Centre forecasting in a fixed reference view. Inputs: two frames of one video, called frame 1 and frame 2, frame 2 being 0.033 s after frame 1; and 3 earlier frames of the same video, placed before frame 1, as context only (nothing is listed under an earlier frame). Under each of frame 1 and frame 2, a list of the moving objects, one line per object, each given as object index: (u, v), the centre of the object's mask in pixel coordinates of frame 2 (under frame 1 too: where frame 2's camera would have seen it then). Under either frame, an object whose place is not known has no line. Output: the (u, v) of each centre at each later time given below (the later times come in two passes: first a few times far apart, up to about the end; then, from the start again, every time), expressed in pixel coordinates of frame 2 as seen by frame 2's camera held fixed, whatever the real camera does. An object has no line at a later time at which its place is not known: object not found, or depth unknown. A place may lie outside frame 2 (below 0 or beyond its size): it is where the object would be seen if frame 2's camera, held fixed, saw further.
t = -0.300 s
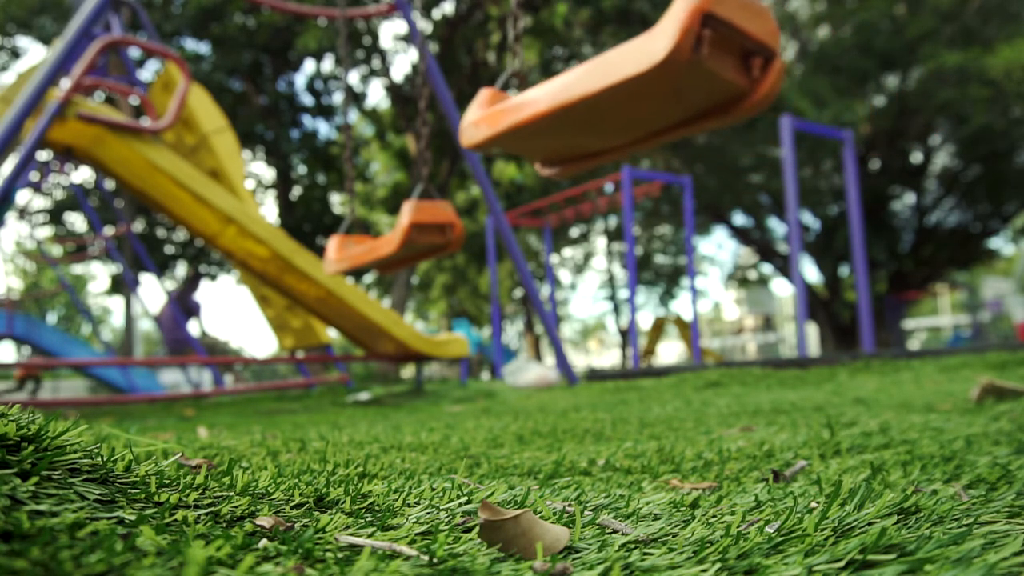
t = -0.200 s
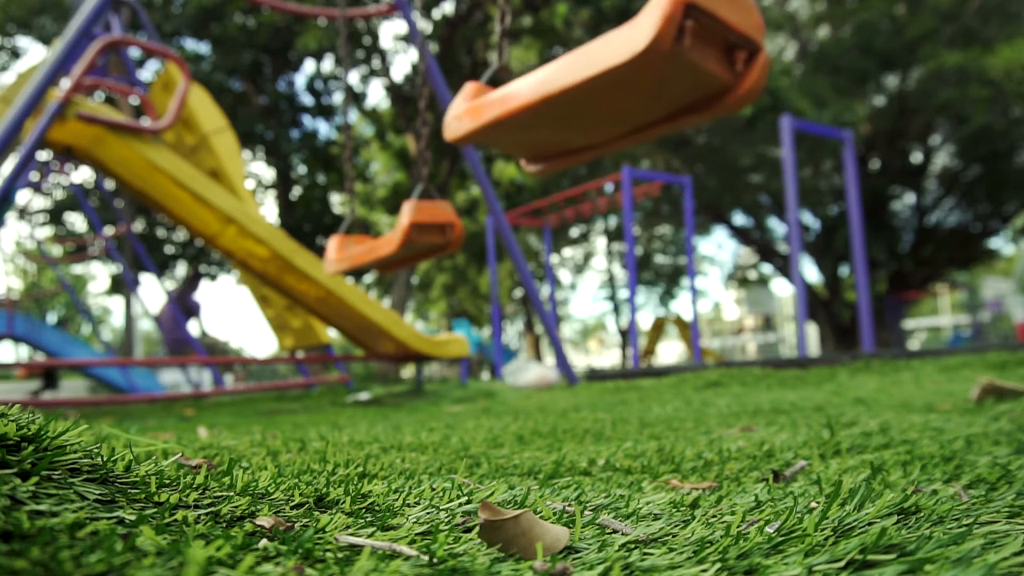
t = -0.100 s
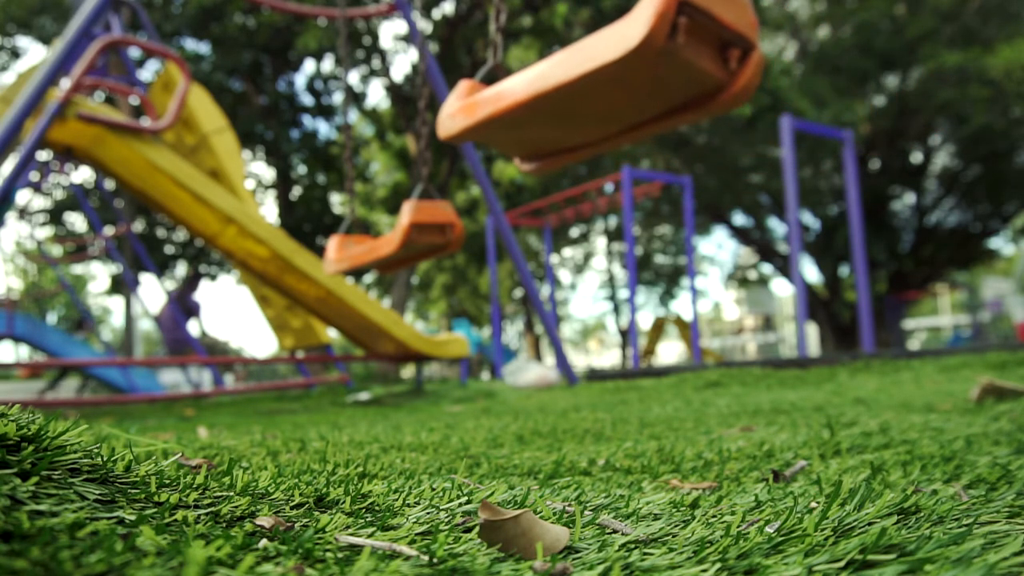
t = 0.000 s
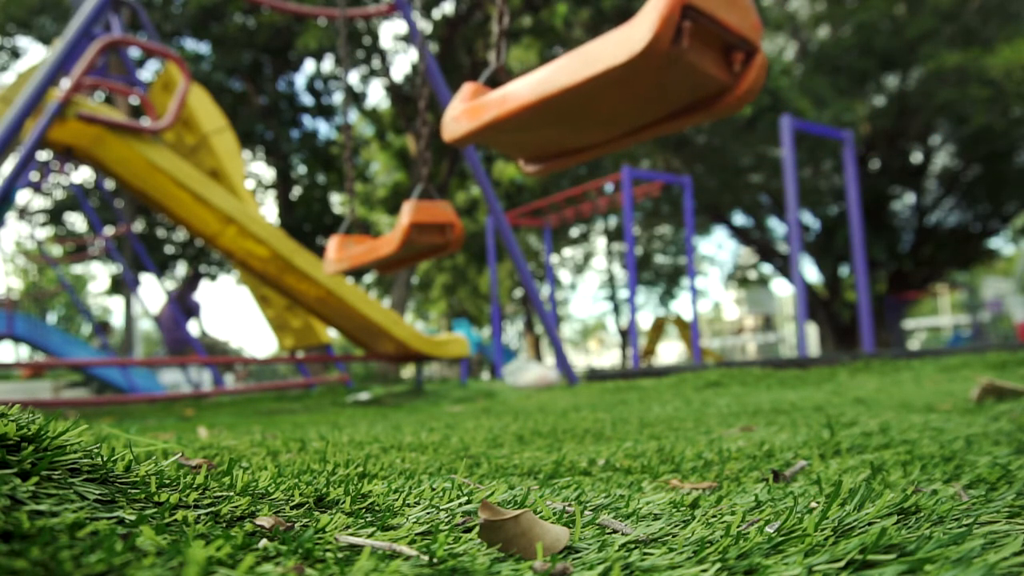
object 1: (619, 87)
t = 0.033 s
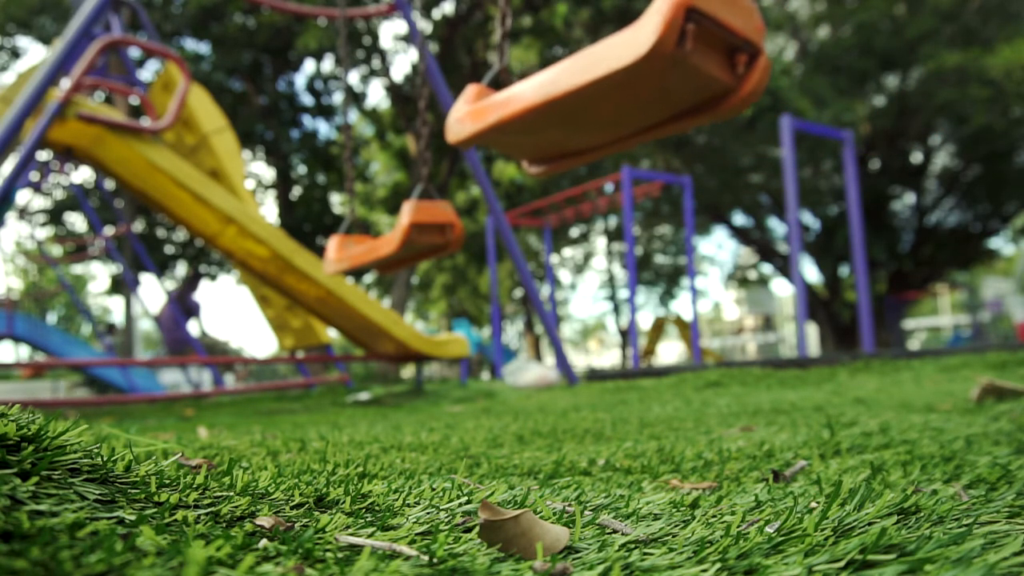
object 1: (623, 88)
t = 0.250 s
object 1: (672, 102)
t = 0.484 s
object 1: (738, 124)
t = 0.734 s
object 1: (795, 134)
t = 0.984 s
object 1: (822, 135)
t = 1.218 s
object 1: (816, 133)
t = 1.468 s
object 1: (777, 127)
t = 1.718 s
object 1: (709, 109)
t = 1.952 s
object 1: (642, 92)
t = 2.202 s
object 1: (614, 86)
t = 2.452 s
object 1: (652, 98)
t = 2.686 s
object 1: (719, 119)
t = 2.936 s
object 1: (783, 133)
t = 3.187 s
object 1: (820, 134)
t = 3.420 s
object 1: (824, 133)
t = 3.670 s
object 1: (793, 129)
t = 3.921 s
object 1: (729, 115)
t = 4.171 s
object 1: (654, 95)
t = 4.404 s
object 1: (613, 88)
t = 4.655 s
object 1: (635, 95)
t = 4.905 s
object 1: (704, 116)
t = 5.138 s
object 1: (770, 130)
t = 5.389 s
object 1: (816, 133)
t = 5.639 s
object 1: (829, 132)
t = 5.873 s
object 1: (806, 130)
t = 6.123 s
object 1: (748, 120)
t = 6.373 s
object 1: (671, 100)
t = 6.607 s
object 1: (617, 90)
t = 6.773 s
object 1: (613, 90)
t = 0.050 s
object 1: (625, 89)
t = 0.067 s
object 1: (628, 90)
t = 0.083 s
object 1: (631, 91)
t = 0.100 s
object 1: (635, 92)
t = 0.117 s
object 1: (638, 93)
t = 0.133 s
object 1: (642, 94)
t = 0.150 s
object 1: (646, 95)
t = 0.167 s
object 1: (650, 96)
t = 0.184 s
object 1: (654, 97)
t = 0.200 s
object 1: (659, 98)
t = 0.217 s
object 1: (663, 99)
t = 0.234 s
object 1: (668, 101)
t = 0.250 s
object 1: (672, 102)
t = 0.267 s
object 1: (677, 104)
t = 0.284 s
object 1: (682, 105)
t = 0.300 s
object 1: (687, 107)
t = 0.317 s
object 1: (691, 109)
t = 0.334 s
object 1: (696, 111)
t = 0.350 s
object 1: (701, 112)
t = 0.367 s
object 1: (705, 114)
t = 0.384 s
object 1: (710, 116)
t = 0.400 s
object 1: (715, 117)
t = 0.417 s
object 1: (720, 118)
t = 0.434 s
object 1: (724, 120)
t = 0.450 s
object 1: (729, 121)
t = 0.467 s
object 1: (734, 123)
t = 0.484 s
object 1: (738, 124)
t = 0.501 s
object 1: (742, 125)
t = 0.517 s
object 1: (747, 126)
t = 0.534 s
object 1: (752, 127)
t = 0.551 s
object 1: (756, 128)
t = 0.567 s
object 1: (760, 129)
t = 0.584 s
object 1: (764, 130)
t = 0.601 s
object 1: (768, 130)
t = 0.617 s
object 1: (772, 131)
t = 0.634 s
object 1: (776, 131)
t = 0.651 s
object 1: (780, 132)
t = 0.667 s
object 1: (783, 133)
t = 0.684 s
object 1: (786, 133)
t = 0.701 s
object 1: (789, 133)
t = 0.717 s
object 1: (792, 134)
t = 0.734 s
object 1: (795, 134)
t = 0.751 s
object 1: (798, 134)
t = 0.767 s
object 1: (800, 135)
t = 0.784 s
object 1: (802, 135)
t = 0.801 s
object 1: (805, 135)
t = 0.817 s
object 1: (807, 135)
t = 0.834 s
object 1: (809, 135)
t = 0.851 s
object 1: (811, 135)
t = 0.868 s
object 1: (813, 135)
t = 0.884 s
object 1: (815, 135)
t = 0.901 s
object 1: (817, 135)
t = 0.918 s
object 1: (818, 135)
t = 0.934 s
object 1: (819, 135)
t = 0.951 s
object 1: (820, 135)
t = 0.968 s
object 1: (821, 135)
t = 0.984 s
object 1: (822, 135)
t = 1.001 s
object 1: (822, 135)
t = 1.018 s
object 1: (823, 135)
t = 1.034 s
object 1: (823, 135)
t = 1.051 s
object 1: (823, 135)
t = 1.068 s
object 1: (823, 134)
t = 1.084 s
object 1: (823, 134)
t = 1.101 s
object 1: (823, 134)
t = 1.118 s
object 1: (822, 134)
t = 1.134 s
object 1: (822, 134)
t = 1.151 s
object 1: (821, 134)
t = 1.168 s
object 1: (820, 134)
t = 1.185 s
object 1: (819, 134)
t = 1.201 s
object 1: (818, 134)
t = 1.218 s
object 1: (816, 133)
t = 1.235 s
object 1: (815, 133)
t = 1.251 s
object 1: (813, 133)
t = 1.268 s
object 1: (811, 133)
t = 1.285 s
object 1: (809, 133)
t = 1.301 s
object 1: (807, 132)
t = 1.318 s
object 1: (805, 132)
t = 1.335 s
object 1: (802, 132)
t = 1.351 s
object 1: (800, 131)
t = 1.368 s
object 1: (797, 131)
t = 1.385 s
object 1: (794, 130)
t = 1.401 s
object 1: (791, 130)
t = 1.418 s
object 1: (788, 129)
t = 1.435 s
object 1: (784, 129)
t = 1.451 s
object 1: (781, 128)
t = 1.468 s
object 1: (777, 127)
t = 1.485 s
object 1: (774, 126)
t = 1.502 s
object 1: (770, 126)
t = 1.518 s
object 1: (766, 125)
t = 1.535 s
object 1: (762, 124)
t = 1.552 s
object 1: (757, 123)
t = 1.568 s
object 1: (753, 122)
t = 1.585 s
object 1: (748, 121)
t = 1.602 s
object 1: (744, 119)
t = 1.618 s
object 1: (739, 118)
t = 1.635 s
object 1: (734, 117)
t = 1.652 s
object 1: (729, 115)
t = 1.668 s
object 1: (724, 114)
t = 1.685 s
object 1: (719, 113)
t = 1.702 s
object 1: (714, 111)
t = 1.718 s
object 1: (709, 109)
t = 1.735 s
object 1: (704, 108)
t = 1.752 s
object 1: (699, 107)
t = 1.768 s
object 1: (695, 105)
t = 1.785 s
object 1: (690, 103)
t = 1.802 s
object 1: (685, 102)
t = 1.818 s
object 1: (680, 100)
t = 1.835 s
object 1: (675, 99)
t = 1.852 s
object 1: (670, 98)
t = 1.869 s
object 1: (664, 97)
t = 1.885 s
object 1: (660, 96)
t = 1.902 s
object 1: (656, 95)
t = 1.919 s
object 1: (651, 94)
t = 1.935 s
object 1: (646, 93)
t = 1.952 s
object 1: (642, 92)
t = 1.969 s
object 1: (638, 91)
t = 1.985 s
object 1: (635, 90)
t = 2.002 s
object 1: (631, 90)
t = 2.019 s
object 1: (628, 89)
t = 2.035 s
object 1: (625, 88)
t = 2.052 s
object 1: (623, 88)
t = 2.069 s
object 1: (621, 87)
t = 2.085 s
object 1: (618, 87)
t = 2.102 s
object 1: (617, 86)
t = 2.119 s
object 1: (615, 86)
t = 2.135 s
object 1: (615, 86)
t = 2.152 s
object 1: (614, 86)
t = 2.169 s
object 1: (614, 86)
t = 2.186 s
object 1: (614, 86)
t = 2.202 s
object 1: (614, 86)
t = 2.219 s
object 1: (614, 87)
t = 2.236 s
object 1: (615, 87)
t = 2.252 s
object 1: (616, 88)
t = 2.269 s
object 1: (618, 88)
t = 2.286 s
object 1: (620, 89)
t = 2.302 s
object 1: (622, 89)
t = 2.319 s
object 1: (624, 90)
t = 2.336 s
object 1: (626, 91)
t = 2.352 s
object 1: (630, 92)
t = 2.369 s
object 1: (633, 93)
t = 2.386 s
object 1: (636, 94)
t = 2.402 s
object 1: (640, 95)
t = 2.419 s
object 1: (644, 96)
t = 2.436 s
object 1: (648, 97)
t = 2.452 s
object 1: (652, 98)
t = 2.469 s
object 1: (656, 99)
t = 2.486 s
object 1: (661, 100)
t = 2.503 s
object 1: (666, 102)
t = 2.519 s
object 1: (671, 103)
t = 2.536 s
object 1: (675, 105)
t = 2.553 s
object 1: (681, 107)
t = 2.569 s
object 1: (685, 108)
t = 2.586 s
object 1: (690, 110)
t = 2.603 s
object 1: (694, 112)
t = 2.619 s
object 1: (699, 114)
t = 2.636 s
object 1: (705, 115)
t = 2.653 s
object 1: (709, 117)
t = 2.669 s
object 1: (714, 118)
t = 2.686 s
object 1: (719, 119)
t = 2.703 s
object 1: (724, 121)
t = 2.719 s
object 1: (728, 122)
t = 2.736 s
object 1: (732, 124)
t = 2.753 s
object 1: (737, 125)
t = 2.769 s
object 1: (741, 126)
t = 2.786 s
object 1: (747, 127)
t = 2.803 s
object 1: (751, 127)
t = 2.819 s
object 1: (755, 129)
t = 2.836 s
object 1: (759, 129)
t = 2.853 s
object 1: (764, 130)
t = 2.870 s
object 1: (768, 131)
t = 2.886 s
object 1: (772, 131)
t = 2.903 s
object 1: (776, 132)
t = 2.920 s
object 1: (779, 132)
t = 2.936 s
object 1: (783, 133)
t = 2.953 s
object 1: (786, 133)
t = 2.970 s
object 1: (789, 134)
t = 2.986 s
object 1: (793, 134)
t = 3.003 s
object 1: (796, 134)
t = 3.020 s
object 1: (798, 134)
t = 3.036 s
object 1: (801, 134)
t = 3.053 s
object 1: (803, 134)
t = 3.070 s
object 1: (806, 134)
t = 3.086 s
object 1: (808, 134)
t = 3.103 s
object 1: (811, 134)
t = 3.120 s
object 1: (813, 134)
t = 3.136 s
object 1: (815, 134)
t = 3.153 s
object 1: (817, 134)
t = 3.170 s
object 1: (819, 134)
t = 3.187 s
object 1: (820, 134)
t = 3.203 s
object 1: (821, 134)
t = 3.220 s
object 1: (822, 134)
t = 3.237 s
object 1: (823, 134)
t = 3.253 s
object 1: (824, 134)
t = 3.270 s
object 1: (825, 134)
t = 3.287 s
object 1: (826, 134)
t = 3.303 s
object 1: (826, 134)
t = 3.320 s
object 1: (826, 133)
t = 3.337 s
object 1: (826, 133)
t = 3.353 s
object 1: (826, 133)
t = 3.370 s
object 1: (826, 133)
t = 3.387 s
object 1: (825, 133)
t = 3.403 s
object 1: (825, 133)
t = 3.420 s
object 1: (824, 133)
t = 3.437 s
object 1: (823, 133)
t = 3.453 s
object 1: (822, 133)
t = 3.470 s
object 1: (821, 132)
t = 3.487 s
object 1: (819, 132)
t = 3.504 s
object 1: (817, 132)
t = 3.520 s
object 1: (816, 132)
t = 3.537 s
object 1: (814, 132)
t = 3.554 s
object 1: (812, 131)
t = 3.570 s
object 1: (809, 131)
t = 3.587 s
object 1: (807, 131)
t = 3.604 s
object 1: (804, 131)
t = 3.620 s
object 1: (802, 130)
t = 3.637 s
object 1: (799, 130)
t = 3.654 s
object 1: (796, 129)
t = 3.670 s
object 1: (793, 129)
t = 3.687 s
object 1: (790, 128)
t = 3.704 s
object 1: (786, 128)
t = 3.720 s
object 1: (783, 127)
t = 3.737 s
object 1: (779, 126)
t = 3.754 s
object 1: (775, 125)
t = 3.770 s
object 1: (771, 125)
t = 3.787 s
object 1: (767, 124)
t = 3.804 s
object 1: (763, 123)
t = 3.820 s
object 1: (758, 122)
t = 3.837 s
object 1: (754, 121)
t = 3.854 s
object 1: (749, 120)
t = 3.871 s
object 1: (744, 119)
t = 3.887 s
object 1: (739, 118)
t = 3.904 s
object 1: (734, 116)
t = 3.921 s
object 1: (729, 115)
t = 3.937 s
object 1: (724, 114)
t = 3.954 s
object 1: (719, 112)
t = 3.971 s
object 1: (713, 111)
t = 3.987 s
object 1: (709, 110)
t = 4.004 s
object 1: (704, 108)
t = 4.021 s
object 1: (699, 106)
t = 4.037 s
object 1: (694, 105)
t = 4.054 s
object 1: (689, 103)
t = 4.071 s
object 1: (684, 102)
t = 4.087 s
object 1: (679, 101)
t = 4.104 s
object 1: (674, 100)
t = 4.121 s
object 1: (669, 98)
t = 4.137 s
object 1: (663, 97)
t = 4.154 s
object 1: (659, 96)
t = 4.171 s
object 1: (654, 95)
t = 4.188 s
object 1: (649, 94)
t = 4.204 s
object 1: (645, 94)
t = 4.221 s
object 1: (640, 93)
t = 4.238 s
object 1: (636, 92)
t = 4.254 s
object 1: (633, 91)
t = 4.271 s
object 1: (630, 90)
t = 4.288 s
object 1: (626, 90)
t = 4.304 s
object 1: (623, 89)
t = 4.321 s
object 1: (621, 89)
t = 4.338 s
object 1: (618, 89)
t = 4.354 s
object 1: (617, 88)
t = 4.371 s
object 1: (615, 88)
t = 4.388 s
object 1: (614, 88)
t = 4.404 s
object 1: (613, 88)
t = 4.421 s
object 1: (612, 88)
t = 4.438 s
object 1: (612, 88)
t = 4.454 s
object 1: (612, 88)
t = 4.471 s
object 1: (612, 88)
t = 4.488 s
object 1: (613, 88)
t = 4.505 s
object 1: (614, 89)
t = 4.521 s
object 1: (615, 89)
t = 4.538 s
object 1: (616, 89)
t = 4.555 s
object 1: (618, 90)
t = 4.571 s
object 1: (621, 91)
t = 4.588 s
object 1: (623, 91)
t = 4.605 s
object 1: (626, 92)
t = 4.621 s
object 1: (629, 93)
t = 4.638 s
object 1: (632, 94)
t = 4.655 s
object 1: (635, 95)
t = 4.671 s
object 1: (639, 96)
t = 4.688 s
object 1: (643, 97)
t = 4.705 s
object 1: (648, 99)
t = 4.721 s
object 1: (652, 100)
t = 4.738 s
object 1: (656, 101)
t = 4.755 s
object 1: (660, 102)
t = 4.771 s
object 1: (665, 103)
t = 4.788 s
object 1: (670, 105)
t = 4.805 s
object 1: (675, 107)
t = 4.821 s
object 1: (679, 108)
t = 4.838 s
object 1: (684, 110)
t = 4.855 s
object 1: (689, 112)
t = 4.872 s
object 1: (694, 113)
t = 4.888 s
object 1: (699, 115)
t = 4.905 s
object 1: (704, 116)
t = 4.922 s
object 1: (708, 118)
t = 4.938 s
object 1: (714, 119)
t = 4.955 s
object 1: (719, 120)
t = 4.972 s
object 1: (724, 121)
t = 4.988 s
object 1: (728, 123)
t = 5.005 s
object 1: (732, 125)
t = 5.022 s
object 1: (737, 126)
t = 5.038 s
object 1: (742, 126)
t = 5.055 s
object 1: (747, 127)
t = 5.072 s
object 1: (752, 128)
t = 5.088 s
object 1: (756, 129)
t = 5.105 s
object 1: (761, 129)
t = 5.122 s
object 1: (765, 130)
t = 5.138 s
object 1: (770, 130)
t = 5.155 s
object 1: (774, 131)
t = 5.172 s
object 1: (778, 131)
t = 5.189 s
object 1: (781, 132)
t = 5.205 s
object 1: (785, 132)
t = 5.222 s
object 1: (788, 133)
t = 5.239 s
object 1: (792, 133)
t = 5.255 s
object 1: (795, 133)
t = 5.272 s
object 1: (798, 133)
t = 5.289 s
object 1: (801, 133)
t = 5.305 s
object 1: (804, 133)
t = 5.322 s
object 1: (806, 133)
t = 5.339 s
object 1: (809, 134)
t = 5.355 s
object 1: (811, 133)
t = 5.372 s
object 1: (814, 133)
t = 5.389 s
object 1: (816, 133)
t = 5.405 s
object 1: (818, 133)
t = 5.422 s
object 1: (820, 133)
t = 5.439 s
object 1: (821, 133)
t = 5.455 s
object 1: (823, 133)
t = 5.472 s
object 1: (824, 133)
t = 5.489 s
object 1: (826, 133)
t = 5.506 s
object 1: (827, 133)
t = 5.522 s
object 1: (827, 133)
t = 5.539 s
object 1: (828, 133)
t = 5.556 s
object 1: (828, 133)
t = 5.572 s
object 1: (829, 132)
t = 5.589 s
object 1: (829, 132)
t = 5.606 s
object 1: (829, 132)
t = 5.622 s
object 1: (829, 132)
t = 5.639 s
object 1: (829, 132)
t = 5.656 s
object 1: (828, 132)
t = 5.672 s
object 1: (827, 132)
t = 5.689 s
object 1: (826, 132)
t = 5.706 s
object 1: (826, 132)
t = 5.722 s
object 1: (824, 132)
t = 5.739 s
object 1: (823, 132)
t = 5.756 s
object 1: (822, 131)
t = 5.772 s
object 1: (820, 131)
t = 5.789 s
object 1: (818, 131)
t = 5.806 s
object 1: (815, 131)
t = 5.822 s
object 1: (813, 131)
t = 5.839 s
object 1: (811, 131)
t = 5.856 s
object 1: (808, 130)
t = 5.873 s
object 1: (806, 130)
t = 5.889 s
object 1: (803, 129)
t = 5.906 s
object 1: (800, 129)
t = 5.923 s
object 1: (797, 129)
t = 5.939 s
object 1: (794, 128)
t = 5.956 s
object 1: (791, 128)
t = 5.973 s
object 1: (787, 127)
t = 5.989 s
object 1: (783, 127)
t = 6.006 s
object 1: (779, 126)
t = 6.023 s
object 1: (775, 125)
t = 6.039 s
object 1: (771, 125)
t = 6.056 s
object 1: (767, 124)
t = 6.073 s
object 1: (763, 123)
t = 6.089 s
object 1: (757, 122)
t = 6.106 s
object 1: (752, 121)
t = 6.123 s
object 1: (748, 120)
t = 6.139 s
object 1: (743, 119)
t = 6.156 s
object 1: (737, 118)
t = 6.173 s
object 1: (732, 117)
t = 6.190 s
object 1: (727, 116)
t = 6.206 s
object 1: (722, 114)
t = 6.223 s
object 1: (717, 113)
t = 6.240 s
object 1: (711, 112)
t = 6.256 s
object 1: (707, 110)
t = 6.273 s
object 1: (701, 109)
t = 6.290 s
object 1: (696, 107)
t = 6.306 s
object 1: (691, 106)
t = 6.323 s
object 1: (686, 104)
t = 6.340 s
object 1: (681, 103)
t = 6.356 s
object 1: (676, 101)
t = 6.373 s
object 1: (671, 100)
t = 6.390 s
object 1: (665, 99)
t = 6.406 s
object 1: (661, 98)
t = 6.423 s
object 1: (655, 97)
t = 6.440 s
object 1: (651, 96)
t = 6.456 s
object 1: (646, 96)
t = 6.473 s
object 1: (642, 95)
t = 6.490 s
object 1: (638, 94)
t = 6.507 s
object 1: (634, 93)
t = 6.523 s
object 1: (631, 92)
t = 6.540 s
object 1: (627, 92)
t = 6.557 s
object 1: (624, 91)
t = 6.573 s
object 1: (621, 91)
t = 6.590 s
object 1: (619, 90)
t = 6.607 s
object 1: (617, 90)
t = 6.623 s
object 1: (615, 89)
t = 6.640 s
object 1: (614, 89)
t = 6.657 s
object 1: (612, 89)
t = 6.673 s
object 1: (612, 89)
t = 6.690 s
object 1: (611, 89)
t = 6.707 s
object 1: (611, 89)
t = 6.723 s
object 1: (611, 89)
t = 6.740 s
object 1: (611, 89)
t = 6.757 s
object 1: (612, 90)
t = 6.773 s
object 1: (613, 90)
